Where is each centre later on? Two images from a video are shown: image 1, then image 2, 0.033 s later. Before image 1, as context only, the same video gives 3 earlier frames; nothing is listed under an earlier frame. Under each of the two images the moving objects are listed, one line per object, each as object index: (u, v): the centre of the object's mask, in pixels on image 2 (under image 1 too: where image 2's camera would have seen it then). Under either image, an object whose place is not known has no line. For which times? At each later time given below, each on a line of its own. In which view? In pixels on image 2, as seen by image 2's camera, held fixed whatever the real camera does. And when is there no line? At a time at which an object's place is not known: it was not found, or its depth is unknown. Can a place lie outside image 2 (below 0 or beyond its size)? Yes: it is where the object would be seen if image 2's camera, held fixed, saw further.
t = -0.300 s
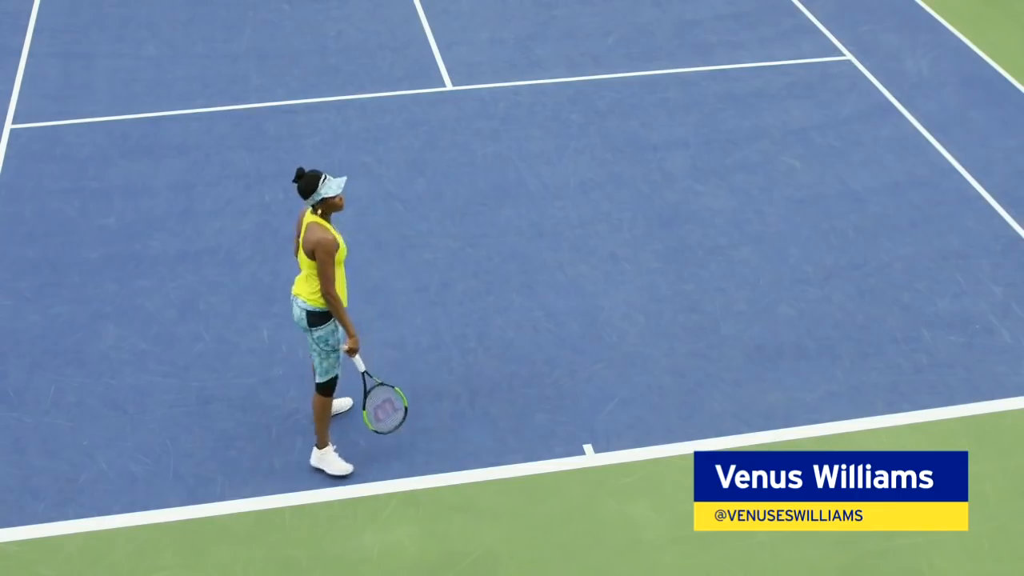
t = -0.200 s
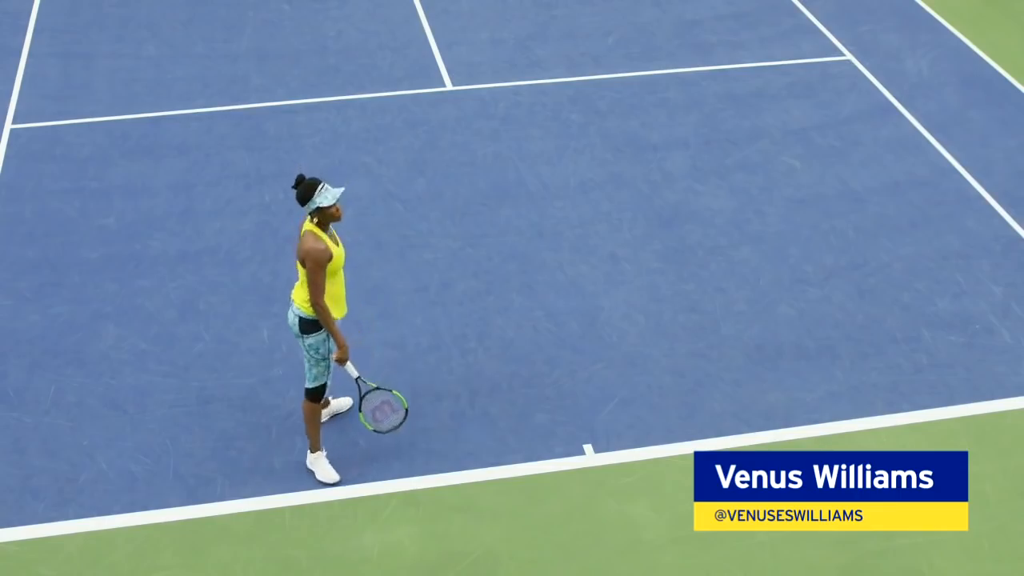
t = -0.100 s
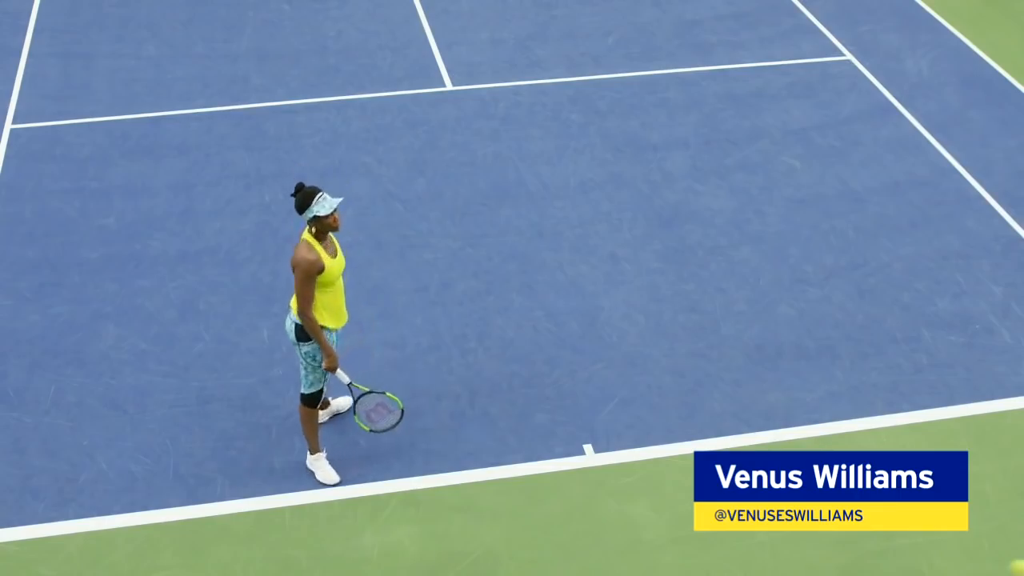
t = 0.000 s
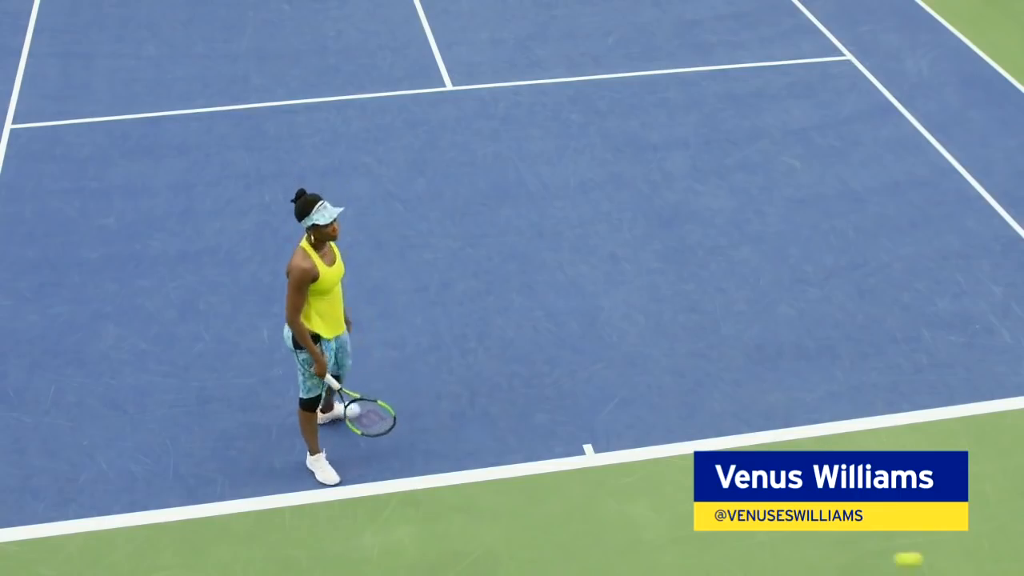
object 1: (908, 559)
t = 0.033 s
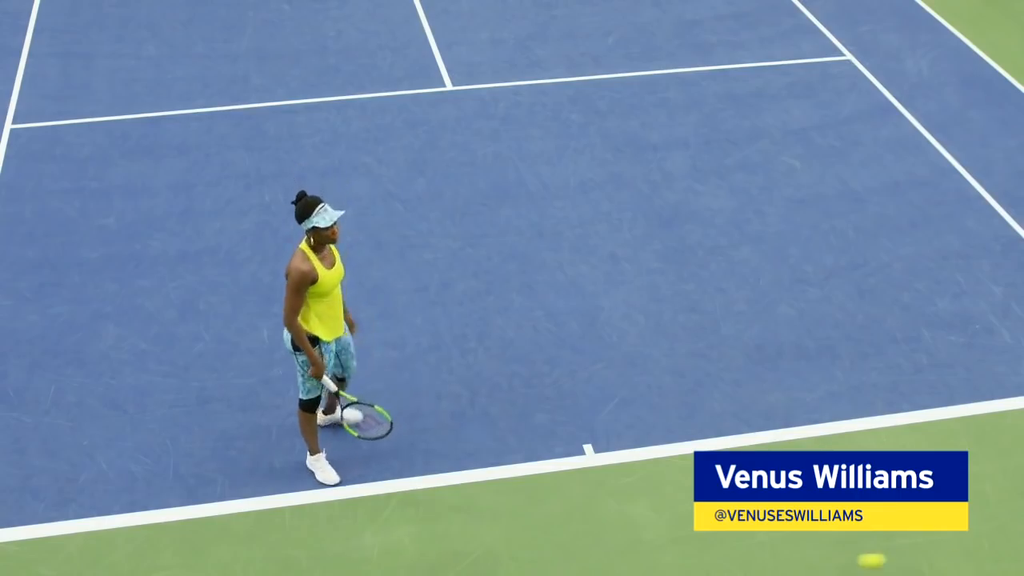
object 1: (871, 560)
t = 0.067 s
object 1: (836, 563)
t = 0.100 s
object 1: (803, 568)
